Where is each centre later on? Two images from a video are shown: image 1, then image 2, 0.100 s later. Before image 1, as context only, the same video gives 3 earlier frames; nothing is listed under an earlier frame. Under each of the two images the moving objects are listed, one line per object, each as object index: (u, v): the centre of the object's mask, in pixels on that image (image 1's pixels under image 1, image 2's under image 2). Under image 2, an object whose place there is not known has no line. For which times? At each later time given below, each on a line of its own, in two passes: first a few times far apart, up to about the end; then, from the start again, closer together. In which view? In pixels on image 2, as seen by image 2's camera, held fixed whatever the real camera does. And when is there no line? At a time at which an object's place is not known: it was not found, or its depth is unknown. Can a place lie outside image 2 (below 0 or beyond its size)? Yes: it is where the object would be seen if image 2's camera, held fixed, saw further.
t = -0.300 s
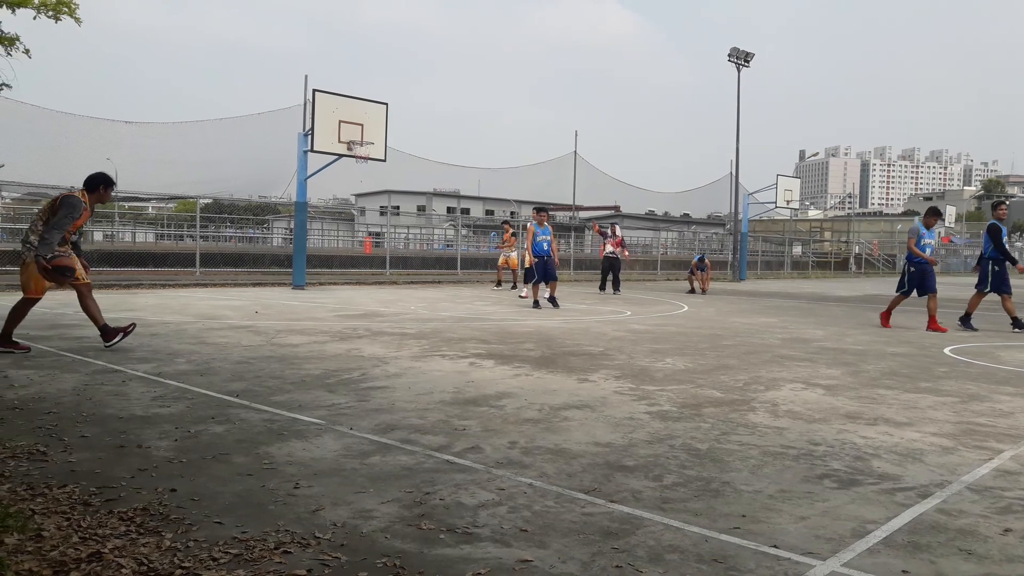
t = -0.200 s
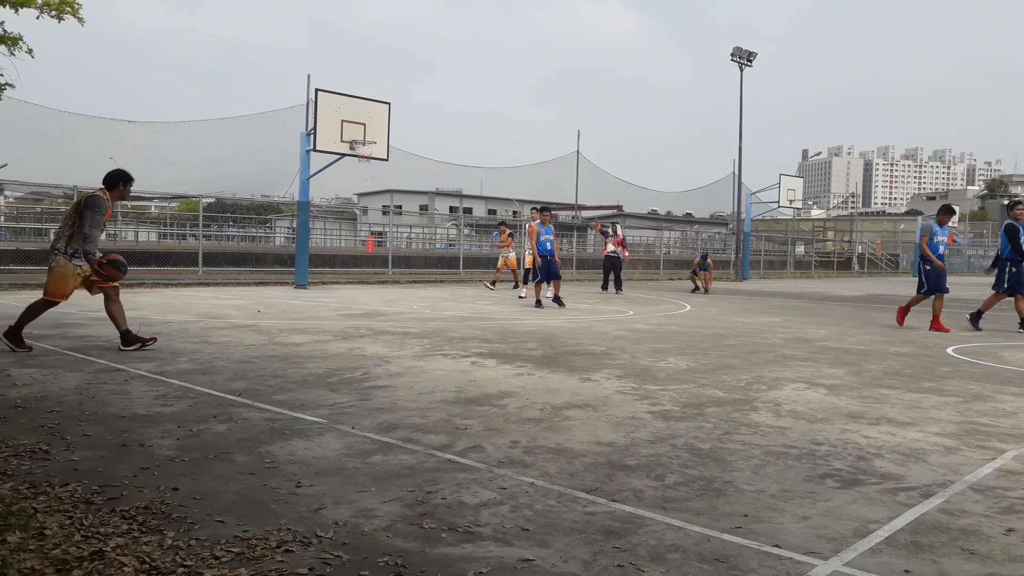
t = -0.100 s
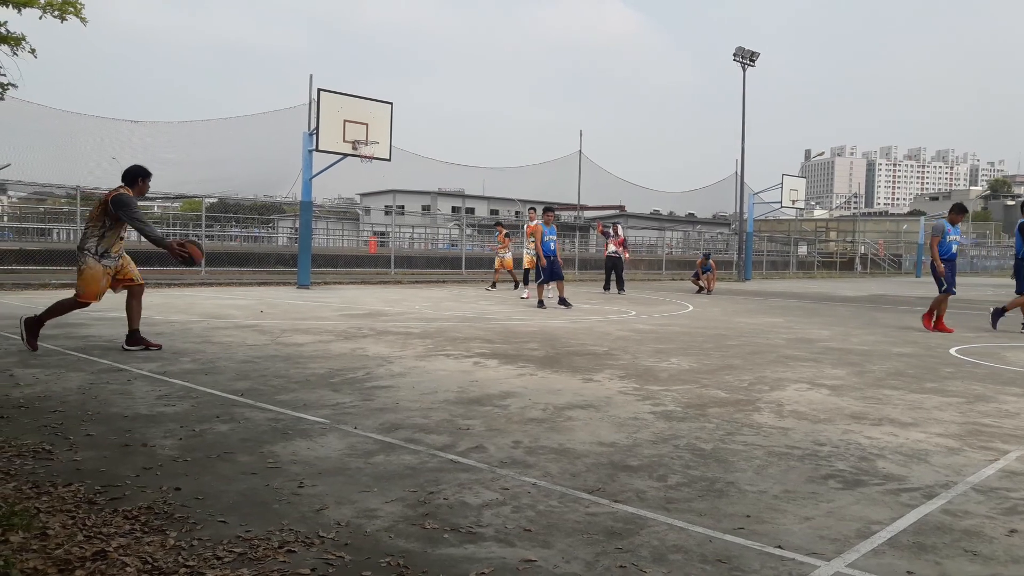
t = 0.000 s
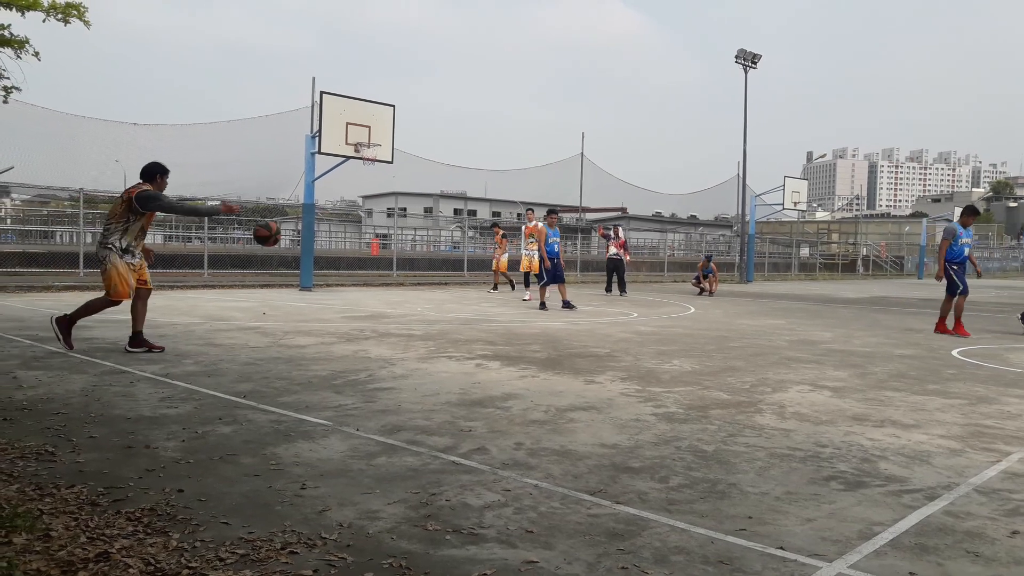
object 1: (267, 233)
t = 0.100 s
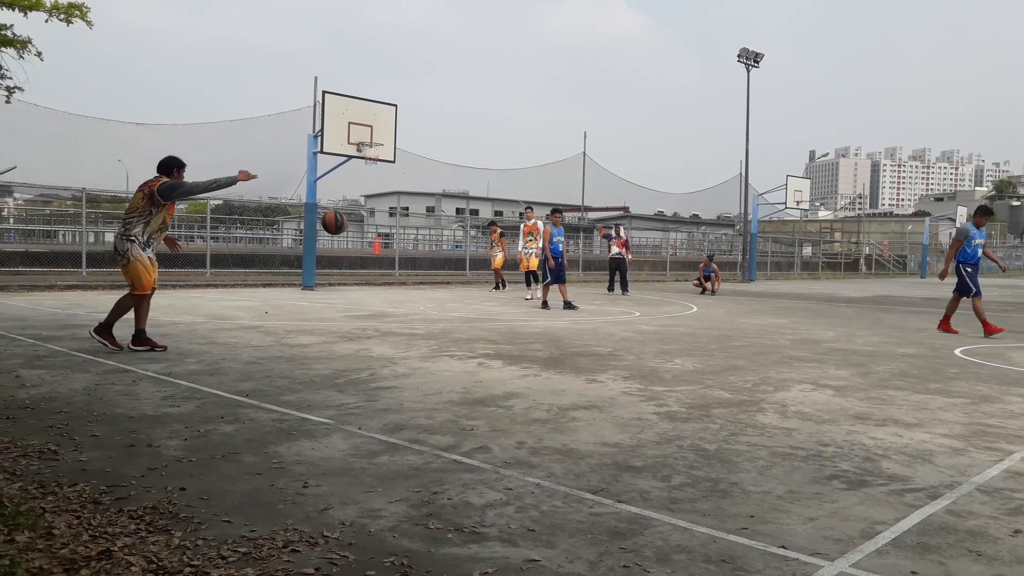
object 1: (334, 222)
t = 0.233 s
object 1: (407, 225)
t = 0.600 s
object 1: (554, 300)
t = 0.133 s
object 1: (354, 221)
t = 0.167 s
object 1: (372, 222)
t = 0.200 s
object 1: (390, 223)
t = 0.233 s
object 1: (407, 225)
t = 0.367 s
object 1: (468, 243)
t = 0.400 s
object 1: (481, 248)
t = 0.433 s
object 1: (495, 255)
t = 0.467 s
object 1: (508, 264)
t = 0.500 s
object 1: (520, 273)
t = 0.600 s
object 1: (554, 300)
